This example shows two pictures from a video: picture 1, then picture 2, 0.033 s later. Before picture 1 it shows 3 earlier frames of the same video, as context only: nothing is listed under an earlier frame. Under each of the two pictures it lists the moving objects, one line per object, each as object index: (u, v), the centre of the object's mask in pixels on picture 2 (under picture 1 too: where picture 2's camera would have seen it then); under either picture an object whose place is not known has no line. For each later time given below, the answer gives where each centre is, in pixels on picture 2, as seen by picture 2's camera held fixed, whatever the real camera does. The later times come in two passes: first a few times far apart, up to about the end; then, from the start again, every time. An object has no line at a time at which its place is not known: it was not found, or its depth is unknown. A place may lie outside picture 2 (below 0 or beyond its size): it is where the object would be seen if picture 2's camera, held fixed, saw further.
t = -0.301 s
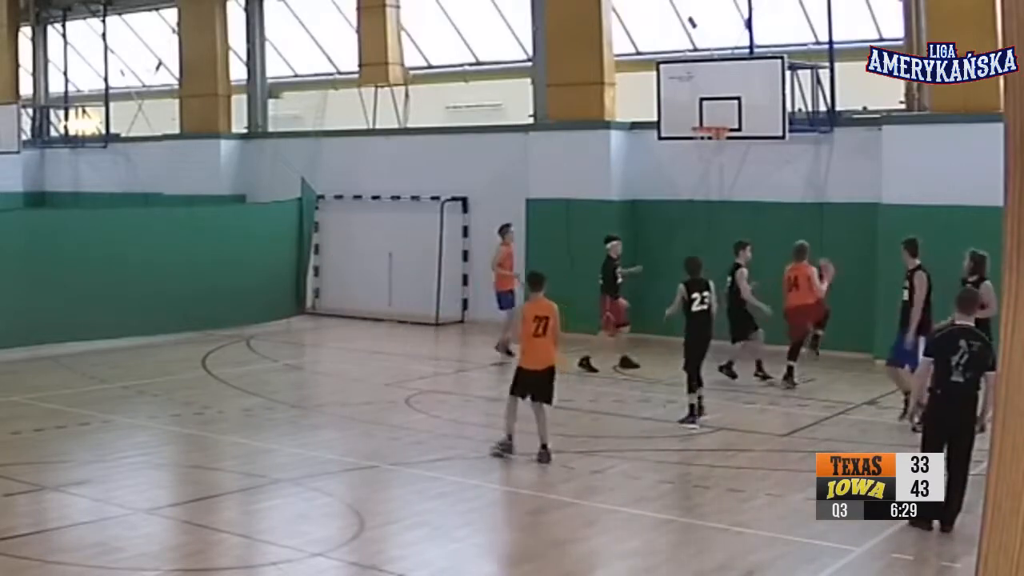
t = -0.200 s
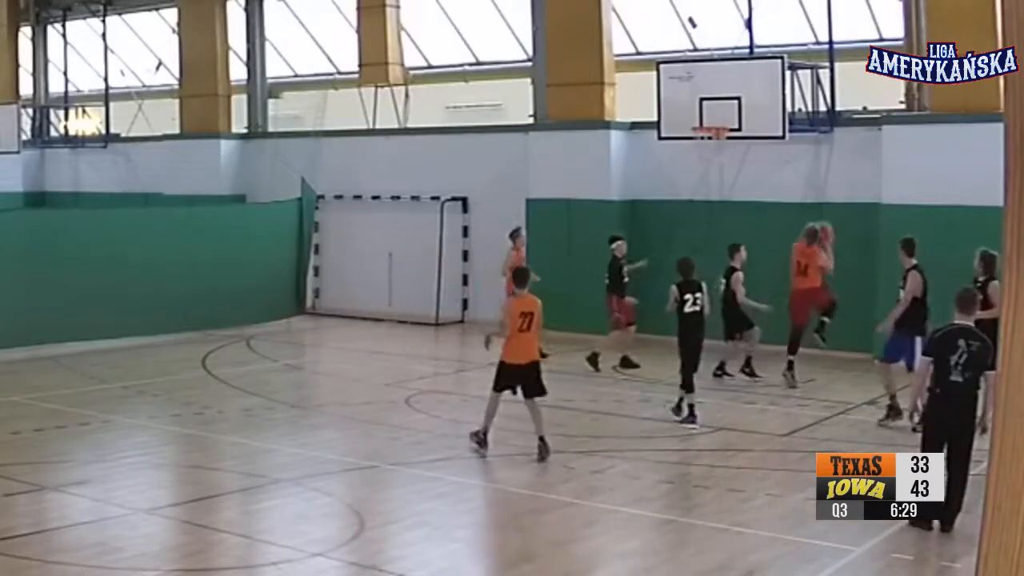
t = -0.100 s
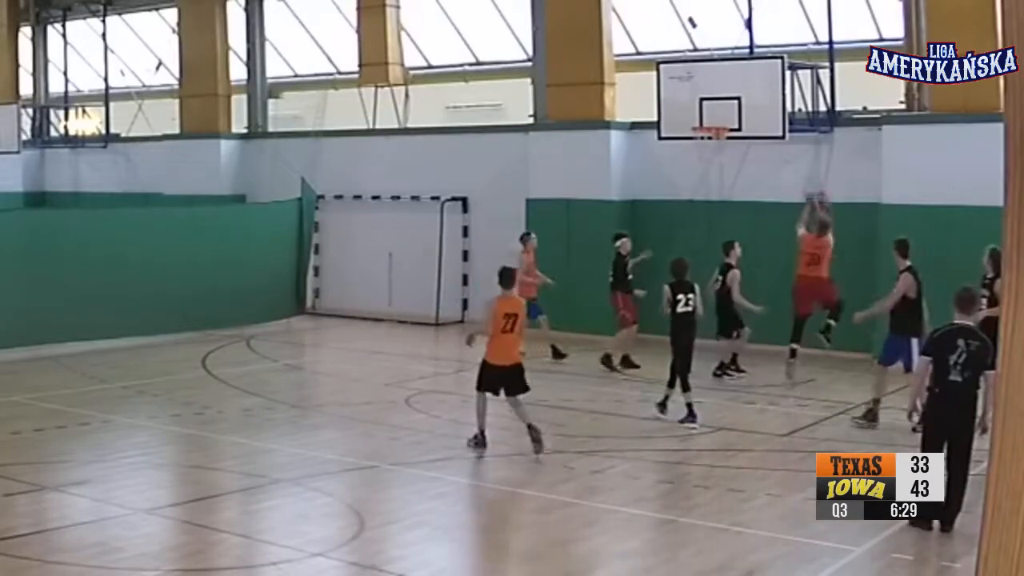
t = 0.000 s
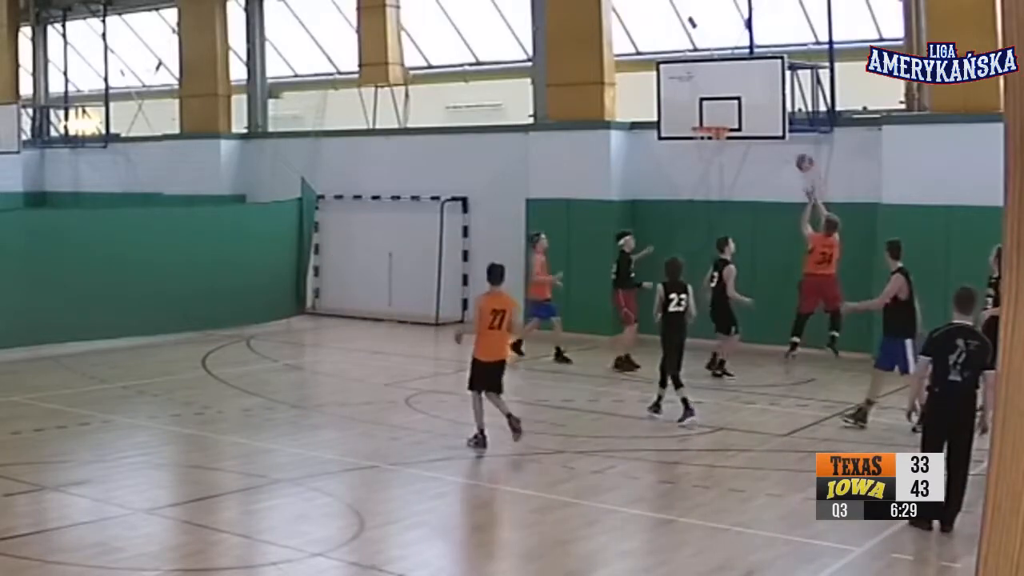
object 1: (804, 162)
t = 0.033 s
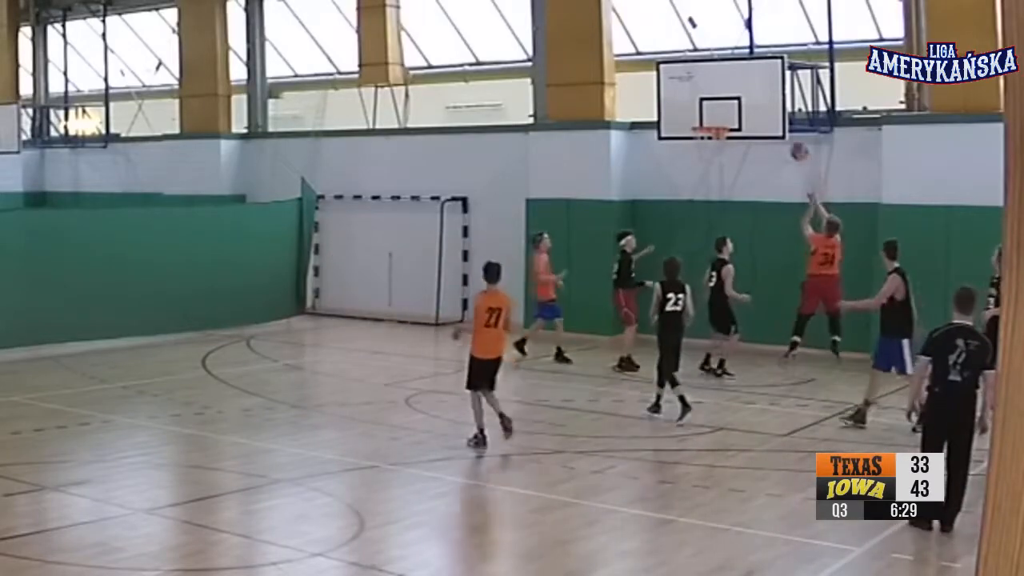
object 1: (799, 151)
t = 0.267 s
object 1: (762, 100)
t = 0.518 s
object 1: (733, 102)
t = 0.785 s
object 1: (702, 123)
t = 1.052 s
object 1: (725, 146)
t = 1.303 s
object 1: (726, 178)
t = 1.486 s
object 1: (724, 227)
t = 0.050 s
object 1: (795, 146)
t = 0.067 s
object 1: (793, 141)
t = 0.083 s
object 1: (791, 135)
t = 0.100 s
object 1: (789, 131)
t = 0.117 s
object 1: (785, 127)
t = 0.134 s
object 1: (783, 123)
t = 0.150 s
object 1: (780, 120)
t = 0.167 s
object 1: (776, 116)
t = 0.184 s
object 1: (774, 113)
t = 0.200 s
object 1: (772, 110)
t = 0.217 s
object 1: (769, 107)
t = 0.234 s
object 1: (767, 105)
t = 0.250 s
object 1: (764, 102)
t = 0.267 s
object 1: (762, 100)
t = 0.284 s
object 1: (759, 98)
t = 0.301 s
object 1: (757, 97)
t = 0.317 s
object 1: (754, 95)
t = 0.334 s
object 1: (752, 94)
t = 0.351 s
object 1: (750, 94)
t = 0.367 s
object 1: (749, 94)
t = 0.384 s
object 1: (747, 94)
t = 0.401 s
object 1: (745, 94)
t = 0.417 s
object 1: (745, 94)
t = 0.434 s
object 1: (742, 95)
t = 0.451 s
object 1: (740, 96)
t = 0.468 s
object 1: (738, 97)
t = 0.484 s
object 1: (736, 99)
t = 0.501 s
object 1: (735, 101)
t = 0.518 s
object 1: (733, 102)
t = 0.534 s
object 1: (732, 104)
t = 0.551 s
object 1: (730, 107)
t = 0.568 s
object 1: (728, 110)
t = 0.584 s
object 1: (726, 112)
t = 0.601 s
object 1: (724, 115)
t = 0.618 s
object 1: (722, 118)
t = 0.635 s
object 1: (721, 118)
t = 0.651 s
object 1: (719, 118)
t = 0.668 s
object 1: (716, 118)
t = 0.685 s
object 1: (714, 119)
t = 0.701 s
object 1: (712, 119)
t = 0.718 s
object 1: (710, 119)
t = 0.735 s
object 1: (709, 119)
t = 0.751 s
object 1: (708, 120)
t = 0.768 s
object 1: (704, 123)
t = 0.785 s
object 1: (702, 123)
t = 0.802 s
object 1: (701, 126)
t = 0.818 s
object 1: (701, 126)
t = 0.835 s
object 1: (702, 126)
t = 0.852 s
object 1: (704, 126)
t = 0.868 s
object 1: (706, 127)
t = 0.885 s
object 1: (707, 127)
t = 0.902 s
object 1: (710, 126)
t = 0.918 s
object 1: (710, 127)
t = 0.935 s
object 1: (710, 128)
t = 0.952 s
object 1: (712, 130)
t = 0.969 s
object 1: (719, 134)
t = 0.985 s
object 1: (720, 140)
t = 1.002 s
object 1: (722, 141)
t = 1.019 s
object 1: (723, 143)
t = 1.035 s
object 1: (723, 144)
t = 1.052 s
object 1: (725, 146)
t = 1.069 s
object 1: (725, 146)
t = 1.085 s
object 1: (726, 148)
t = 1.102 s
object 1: (726, 149)
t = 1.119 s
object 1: (727, 150)
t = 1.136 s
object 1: (726, 151)
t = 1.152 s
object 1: (727, 153)
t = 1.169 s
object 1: (727, 155)
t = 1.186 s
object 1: (727, 157)
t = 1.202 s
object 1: (727, 159)
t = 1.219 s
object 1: (726, 162)
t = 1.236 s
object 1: (726, 165)
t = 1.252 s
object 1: (727, 168)
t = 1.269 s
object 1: (726, 171)
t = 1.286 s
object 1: (726, 174)
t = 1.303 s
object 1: (726, 178)
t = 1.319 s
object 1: (726, 181)
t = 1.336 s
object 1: (726, 185)
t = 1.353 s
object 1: (725, 189)
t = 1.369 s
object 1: (725, 193)
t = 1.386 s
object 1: (724, 197)
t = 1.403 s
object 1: (725, 201)
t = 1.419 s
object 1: (726, 208)
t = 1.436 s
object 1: (726, 211)
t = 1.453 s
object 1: (725, 216)
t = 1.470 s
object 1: (725, 221)
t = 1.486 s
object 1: (724, 227)
